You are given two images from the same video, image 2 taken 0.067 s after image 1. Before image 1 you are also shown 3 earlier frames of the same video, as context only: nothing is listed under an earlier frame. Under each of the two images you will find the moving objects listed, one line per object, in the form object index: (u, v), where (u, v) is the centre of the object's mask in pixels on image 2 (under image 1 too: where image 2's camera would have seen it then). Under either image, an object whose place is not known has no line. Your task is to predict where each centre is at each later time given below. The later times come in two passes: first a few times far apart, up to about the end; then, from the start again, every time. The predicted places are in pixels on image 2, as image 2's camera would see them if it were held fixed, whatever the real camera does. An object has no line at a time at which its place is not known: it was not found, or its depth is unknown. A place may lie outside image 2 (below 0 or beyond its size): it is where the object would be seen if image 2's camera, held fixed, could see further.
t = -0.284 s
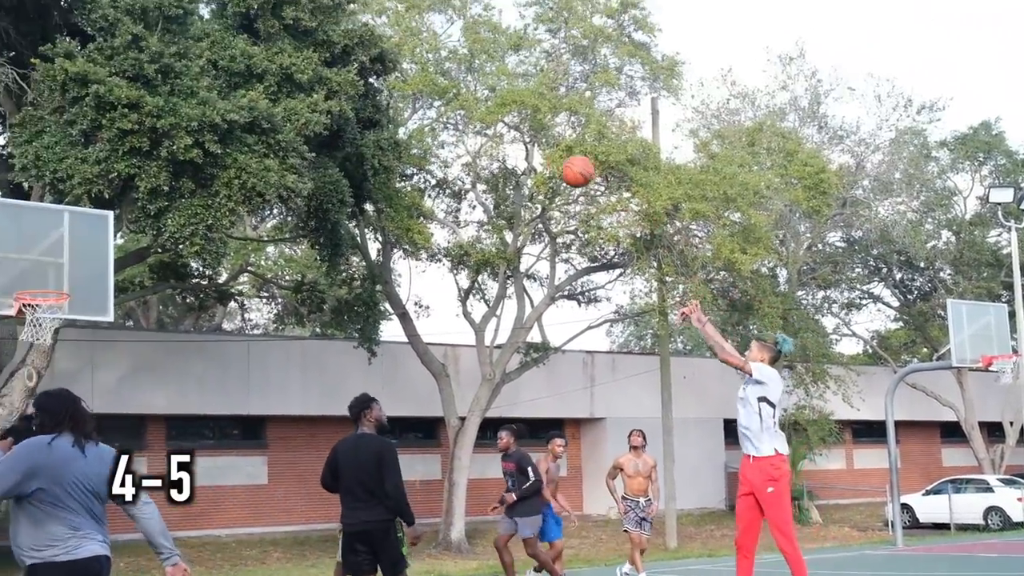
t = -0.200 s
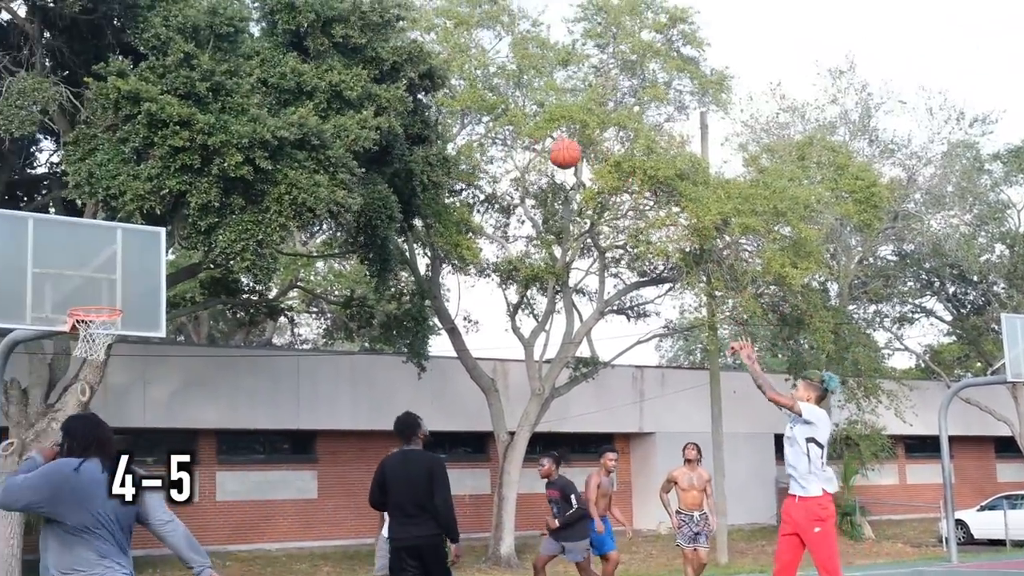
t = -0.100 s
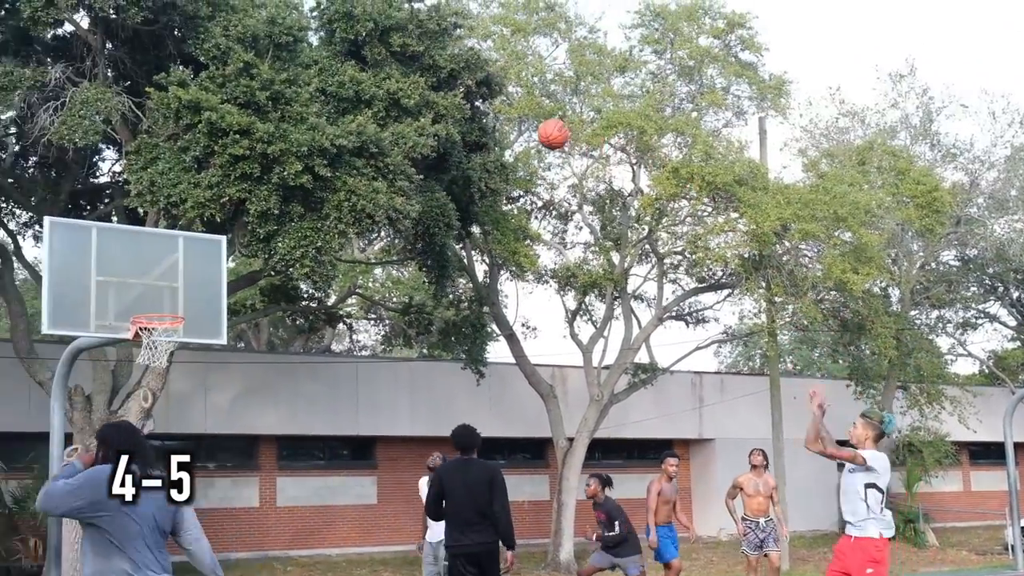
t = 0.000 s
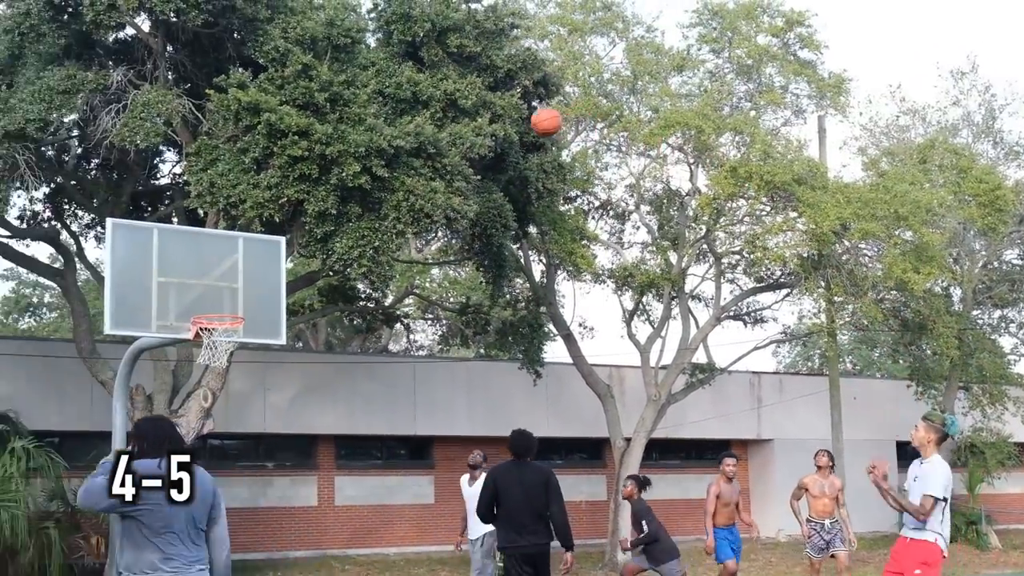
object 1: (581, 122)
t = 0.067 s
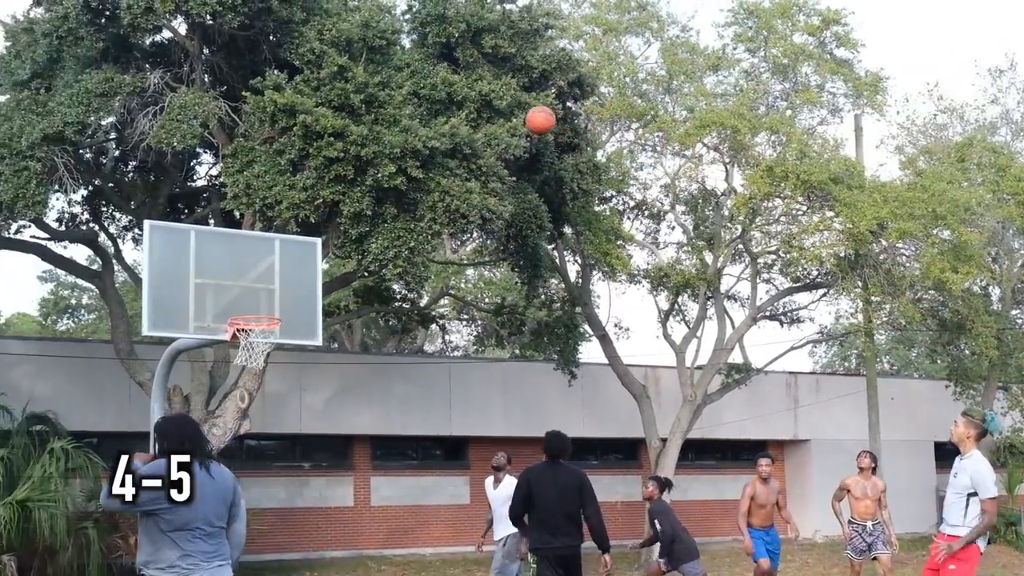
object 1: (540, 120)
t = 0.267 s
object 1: (428, 145)
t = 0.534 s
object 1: (297, 239)
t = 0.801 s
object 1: (284, 268)
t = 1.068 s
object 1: (374, 234)
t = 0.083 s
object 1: (531, 120)
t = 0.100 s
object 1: (520, 121)
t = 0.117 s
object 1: (510, 122)
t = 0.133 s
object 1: (501, 124)
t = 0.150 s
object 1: (491, 126)
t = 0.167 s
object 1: (482, 128)
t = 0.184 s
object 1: (473, 129)
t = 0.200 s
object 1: (463, 132)
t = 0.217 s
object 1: (455, 135)
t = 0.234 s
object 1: (446, 138)
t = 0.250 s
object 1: (437, 141)
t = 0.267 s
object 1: (428, 145)
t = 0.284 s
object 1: (419, 150)
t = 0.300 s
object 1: (411, 153)
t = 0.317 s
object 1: (402, 158)
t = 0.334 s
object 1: (394, 163)
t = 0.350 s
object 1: (385, 168)
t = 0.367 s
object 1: (376, 172)
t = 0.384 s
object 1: (368, 178)
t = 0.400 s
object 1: (360, 184)
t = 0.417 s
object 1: (352, 190)
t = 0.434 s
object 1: (344, 196)
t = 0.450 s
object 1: (336, 203)
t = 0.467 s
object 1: (328, 209)
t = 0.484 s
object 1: (320, 216)
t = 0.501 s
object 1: (312, 223)
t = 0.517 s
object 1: (305, 231)
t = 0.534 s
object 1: (297, 239)
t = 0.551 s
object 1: (290, 247)
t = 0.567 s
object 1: (283, 255)
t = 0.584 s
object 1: (275, 264)
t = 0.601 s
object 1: (268, 272)
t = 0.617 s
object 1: (260, 280)
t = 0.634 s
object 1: (253, 290)
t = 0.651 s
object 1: (246, 299)
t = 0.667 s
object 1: (239, 308)
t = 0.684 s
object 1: (243, 304)
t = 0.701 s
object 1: (248, 299)
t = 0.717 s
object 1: (253, 294)
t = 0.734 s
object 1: (261, 287)
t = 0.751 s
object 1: (266, 282)
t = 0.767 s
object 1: (272, 277)
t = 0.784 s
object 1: (278, 273)
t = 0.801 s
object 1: (284, 268)
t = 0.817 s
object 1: (289, 267)
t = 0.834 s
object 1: (296, 260)
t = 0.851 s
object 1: (301, 256)
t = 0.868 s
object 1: (307, 253)
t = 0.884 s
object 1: (313, 250)
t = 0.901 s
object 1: (319, 246)
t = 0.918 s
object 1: (324, 244)
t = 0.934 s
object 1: (331, 241)
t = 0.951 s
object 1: (336, 240)
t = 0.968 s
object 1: (341, 239)
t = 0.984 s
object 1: (347, 237)
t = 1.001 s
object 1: (352, 236)
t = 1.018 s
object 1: (357, 236)
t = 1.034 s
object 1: (363, 235)
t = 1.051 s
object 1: (369, 235)
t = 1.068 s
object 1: (374, 234)
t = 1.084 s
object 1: (379, 235)
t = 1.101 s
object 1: (385, 235)
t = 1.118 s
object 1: (390, 236)
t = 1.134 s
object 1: (395, 237)
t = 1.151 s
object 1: (401, 238)
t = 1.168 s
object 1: (405, 240)
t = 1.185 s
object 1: (410, 242)
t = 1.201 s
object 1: (416, 244)
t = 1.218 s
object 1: (422, 246)
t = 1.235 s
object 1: (427, 248)
